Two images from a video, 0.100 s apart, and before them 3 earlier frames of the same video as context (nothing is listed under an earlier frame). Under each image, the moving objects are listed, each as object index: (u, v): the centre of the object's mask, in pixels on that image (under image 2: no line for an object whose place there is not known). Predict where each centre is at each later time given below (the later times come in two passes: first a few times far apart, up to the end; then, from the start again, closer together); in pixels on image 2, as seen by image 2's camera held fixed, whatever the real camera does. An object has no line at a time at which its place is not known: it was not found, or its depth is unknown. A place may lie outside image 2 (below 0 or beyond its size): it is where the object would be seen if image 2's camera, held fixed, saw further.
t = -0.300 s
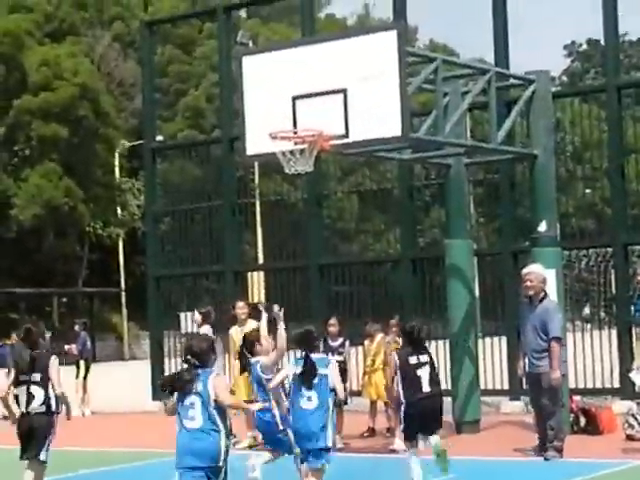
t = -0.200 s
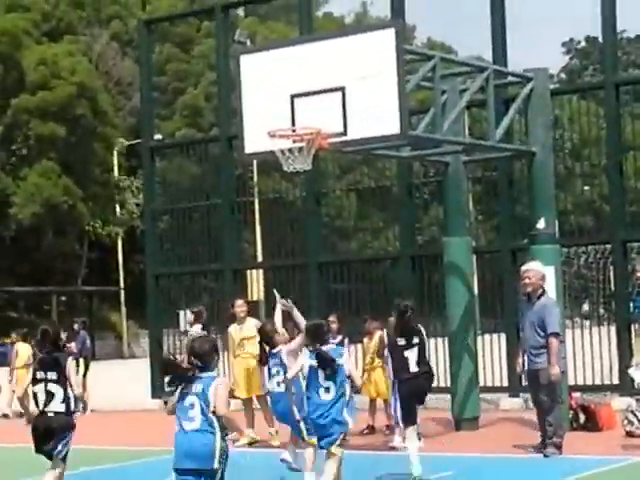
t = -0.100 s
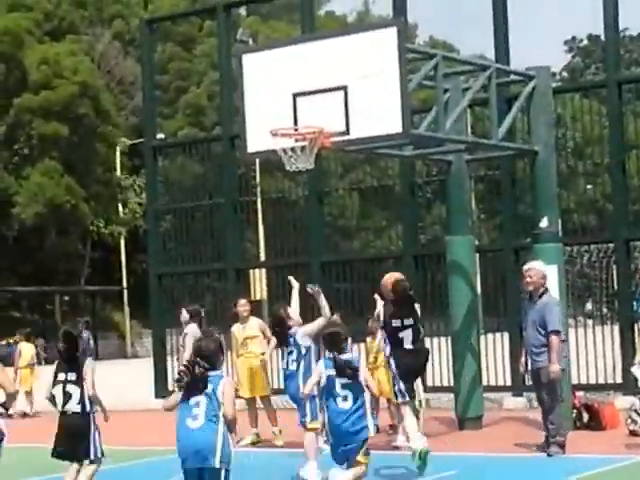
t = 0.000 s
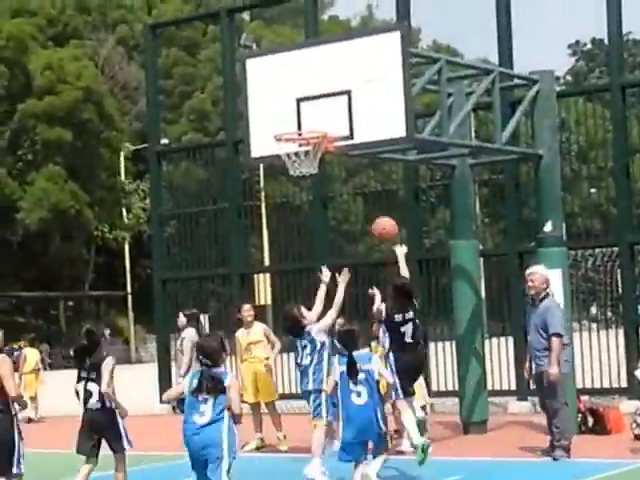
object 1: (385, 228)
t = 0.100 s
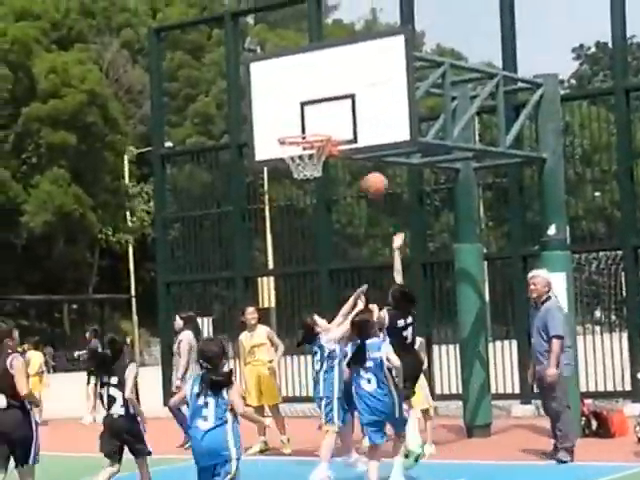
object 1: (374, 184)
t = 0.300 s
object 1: (351, 127)
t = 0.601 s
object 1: (320, 123)
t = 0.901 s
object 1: (287, 152)
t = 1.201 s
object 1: (314, 172)
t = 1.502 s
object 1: (311, 203)
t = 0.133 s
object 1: (370, 170)
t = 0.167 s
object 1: (367, 160)
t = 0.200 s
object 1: (364, 149)
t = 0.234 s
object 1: (358, 140)
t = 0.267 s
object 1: (355, 133)
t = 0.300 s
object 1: (351, 127)
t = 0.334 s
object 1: (348, 122)
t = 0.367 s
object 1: (344, 118)
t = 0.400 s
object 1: (340, 115)
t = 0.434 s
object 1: (337, 114)
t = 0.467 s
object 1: (333, 113)
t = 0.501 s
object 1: (330, 114)
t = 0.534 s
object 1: (327, 116)
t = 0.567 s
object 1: (324, 119)
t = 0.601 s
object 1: (320, 123)
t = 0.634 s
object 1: (317, 126)
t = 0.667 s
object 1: (311, 134)
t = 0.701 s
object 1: (307, 135)
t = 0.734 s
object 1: (301, 137)
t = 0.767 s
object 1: (299, 143)
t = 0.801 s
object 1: (291, 145)
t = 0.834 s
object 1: (291, 145)
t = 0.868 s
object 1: (289, 147)
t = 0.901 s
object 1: (287, 152)
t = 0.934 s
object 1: (287, 152)
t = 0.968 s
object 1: (284, 155)
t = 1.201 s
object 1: (314, 172)
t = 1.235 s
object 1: (315, 174)
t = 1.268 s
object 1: (318, 176)
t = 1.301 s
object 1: (319, 176)
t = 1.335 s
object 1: (320, 174)
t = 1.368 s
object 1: (318, 176)
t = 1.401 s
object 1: (315, 181)
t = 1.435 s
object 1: (314, 187)
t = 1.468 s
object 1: (314, 194)
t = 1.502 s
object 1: (311, 203)
